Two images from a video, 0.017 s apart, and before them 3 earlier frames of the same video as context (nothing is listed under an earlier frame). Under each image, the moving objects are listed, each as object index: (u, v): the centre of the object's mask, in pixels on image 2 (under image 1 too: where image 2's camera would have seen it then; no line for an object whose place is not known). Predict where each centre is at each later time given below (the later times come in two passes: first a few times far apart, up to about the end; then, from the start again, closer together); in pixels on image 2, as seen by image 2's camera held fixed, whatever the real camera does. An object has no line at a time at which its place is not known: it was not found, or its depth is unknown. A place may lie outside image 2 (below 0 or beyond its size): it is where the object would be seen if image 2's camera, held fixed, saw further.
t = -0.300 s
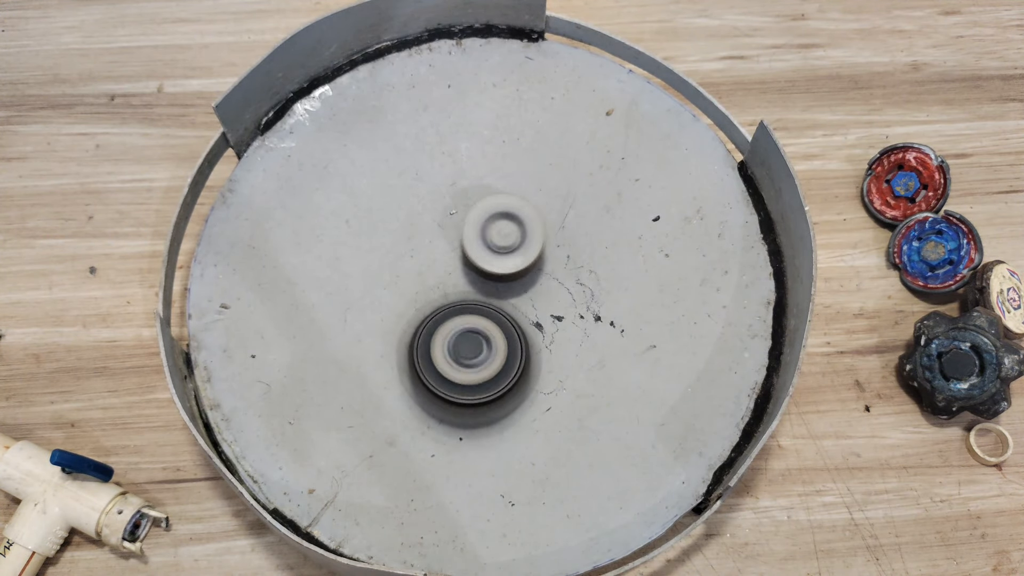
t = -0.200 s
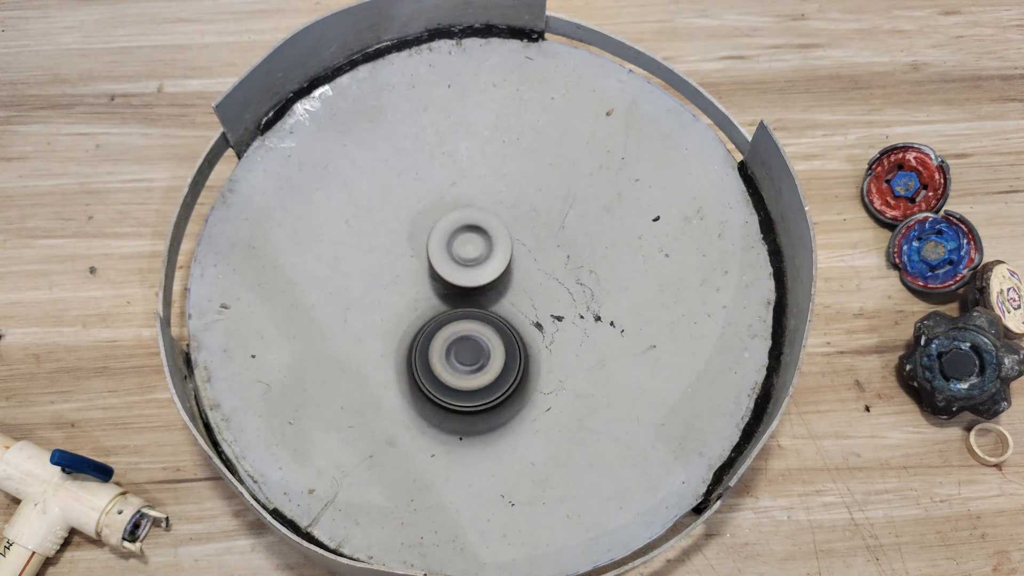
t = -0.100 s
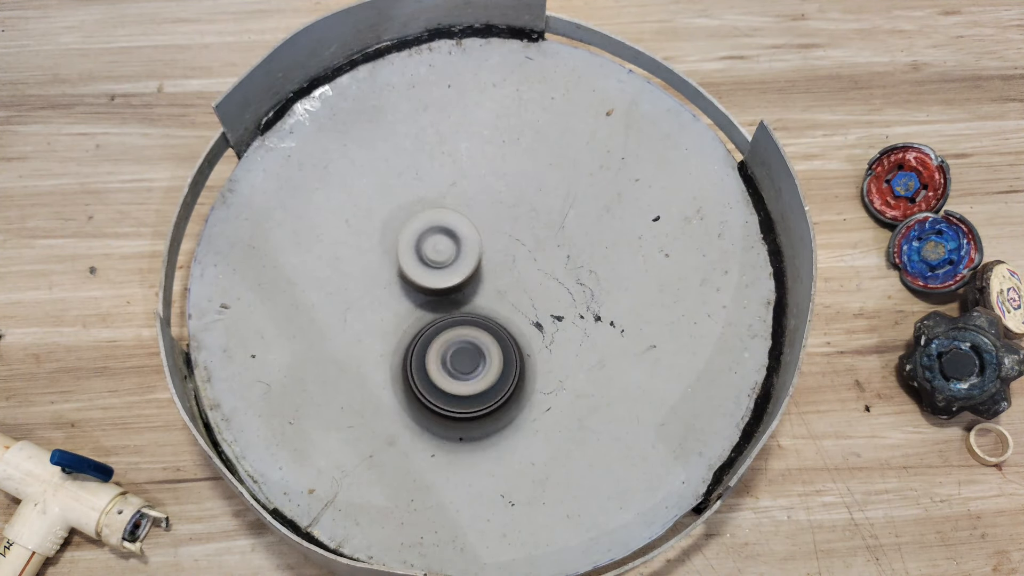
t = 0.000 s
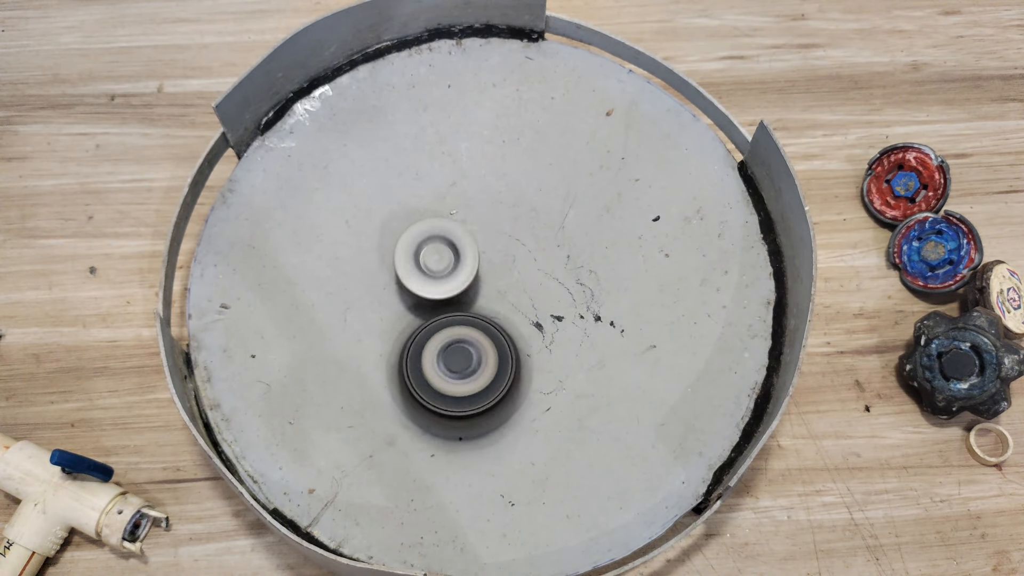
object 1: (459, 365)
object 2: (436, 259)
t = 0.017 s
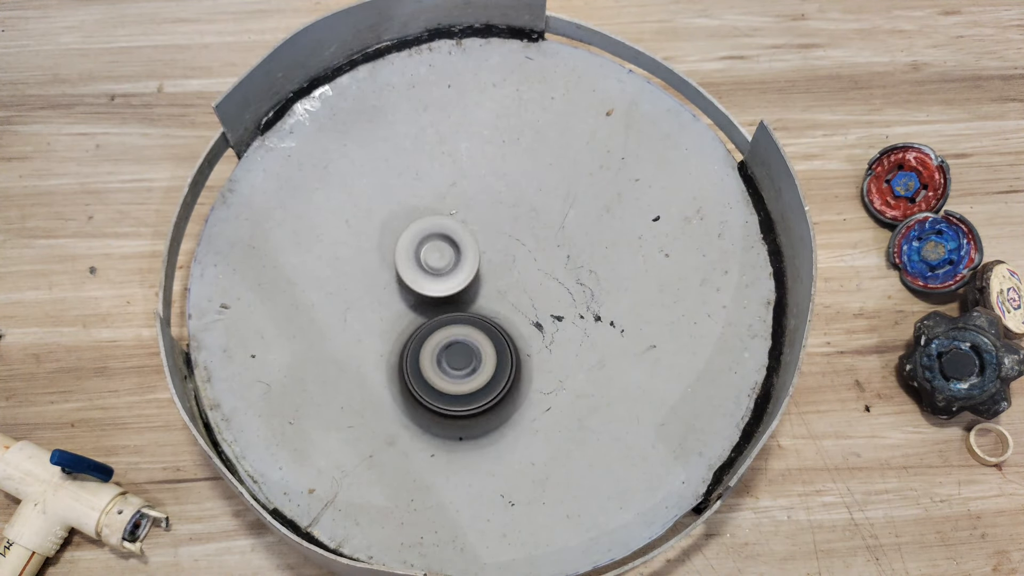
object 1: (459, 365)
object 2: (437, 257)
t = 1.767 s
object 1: (496, 268)
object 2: (389, 351)
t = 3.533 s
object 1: (430, 303)
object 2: (517, 237)
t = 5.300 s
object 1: (512, 297)
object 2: (398, 346)
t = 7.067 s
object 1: (437, 259)
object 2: (540, 317)
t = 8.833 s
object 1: (494, 335)
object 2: (403, 271)
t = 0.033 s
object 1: (457, 364)
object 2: (438, 255)
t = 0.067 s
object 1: (457, 363)
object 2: (440, 250)
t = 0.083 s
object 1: (456, 361)
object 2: (441, 247)
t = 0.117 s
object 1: (457, 359)
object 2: (445, 244)
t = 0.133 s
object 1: (457, 357)
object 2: (447, 243)
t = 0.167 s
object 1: (458, 354)
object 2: (451, 244)
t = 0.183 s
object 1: (459, 351)
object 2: (453, 242)
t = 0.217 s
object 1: (460, 347)
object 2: (455, 243)
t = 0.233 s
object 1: (462, 346)
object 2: (455, 241)
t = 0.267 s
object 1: (465, 344)
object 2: (453, 240)
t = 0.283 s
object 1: (467, 343)
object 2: (452, 240)
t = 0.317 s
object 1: (472, 340)
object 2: (447, 238)
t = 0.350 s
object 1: (476, 337)
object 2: (441, 239)
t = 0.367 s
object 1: (478, 337)
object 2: (437, 237)
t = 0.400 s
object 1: (483, 335)
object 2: (428, 232)
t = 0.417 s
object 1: (484, 335)
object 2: (425, 231)
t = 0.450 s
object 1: (487, 333)
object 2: (420, 232)
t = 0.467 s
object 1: (488, 332)
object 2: (419, 234)
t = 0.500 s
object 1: (490, 330)
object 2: (420, 238)
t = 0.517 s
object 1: (491, 328)
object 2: (421, 241)
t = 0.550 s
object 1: (495, 328)
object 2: (419, 242)
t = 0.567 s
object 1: (498, 327)
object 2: (414, 240)
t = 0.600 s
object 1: (502, 327)
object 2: (407, 238)
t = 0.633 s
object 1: (505, 326)
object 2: (405, 238)
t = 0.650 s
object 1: (507, 326)
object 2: (405, 237)
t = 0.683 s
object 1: (509, 325)
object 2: (408, 236)
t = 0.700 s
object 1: (510, 324)
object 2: (410, 236)
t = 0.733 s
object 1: (511, 323)
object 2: (414, 235)
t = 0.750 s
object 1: (512, 323)
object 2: (417, 234)
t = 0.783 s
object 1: (513, 322)
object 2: (423, 234)
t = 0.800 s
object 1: (513, 321)
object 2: (427, 234)
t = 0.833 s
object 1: (514, 320)
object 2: (433, 236)
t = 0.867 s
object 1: (514, 319)
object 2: (439, 238)
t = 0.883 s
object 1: (514, 318)
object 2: (441, 239)
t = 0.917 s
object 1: (516, 318)
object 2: (437, 241)
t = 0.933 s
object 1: (517, 318)
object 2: (432, 242)
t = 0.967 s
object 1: (517, 317)
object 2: (427, 246)
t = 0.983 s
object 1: (518, 317)
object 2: (425, 248)
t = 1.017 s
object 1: (517, 315)
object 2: (424, 255)
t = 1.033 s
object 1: (517, 315)
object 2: (424, 259)
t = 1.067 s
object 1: (519, 314)
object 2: (415, 259)
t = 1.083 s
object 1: (518, 314)
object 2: (411, 262)
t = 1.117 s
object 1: (518, 313)
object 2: (406, 266)
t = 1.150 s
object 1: (517, 311)
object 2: (403, 269)
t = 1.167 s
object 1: (516, 311)
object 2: (402, 270)
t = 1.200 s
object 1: (515, 309)
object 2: (401, 273)
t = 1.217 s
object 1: (514, 308)
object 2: (400, 274)
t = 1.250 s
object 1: (511, 306)
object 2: (401, 276)
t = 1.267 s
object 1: (510, 305)
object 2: (402, 277)
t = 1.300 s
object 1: (510, 303)
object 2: (394, 280)
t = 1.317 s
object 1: (510, 302)
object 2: (391, 281)
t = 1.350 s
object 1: (509, 299)
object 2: (382, 286)
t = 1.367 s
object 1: (508, 298)
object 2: (379, 288)
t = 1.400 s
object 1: (506, 295)
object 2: (375, 292)
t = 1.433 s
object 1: (504, 293)
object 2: (374, 294)
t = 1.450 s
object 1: (502, 291)
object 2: (375, 296)
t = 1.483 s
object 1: (500, 289)
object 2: (376, 301)
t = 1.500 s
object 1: (500, 288)
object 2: (377, 302)
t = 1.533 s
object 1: (498, 286)
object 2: (379, 306)
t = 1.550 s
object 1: (498, 285)
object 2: (380, 307)
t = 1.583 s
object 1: (496, 282)
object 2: (384, 310)
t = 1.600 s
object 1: (495, 282)
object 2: (387, 311)
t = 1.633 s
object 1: (496, 278)
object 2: (387, 319)
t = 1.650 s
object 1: (496, 276)
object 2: (385, 324)
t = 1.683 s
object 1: (496, 274)
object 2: (383, 333)
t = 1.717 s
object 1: (497, 272)
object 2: (384, 342)
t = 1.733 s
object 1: (497, 270)
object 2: (385, 345)
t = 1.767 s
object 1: (496, 268)
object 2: (389, 351)
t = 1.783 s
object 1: (497, 268)
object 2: (390, 353)
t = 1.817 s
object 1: (497, 266)
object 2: (393, 358)
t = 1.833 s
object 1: (496, 266)
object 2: (396, 360)
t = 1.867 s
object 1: (496, 265)
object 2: (401, 362)
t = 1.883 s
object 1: (496, 264)
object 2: (404, 364)
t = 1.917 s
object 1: (495, 264)
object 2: (410, 367)
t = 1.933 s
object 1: (495, 263)
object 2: (413, 368)
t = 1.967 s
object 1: (494, 263)
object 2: (419, 369)
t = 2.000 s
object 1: (492, 264)
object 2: (427, 370)
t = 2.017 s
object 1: (492, 264)
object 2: (430, 371)
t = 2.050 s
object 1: (491, 265)
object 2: (437, 372)
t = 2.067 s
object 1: (490, 266)
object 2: (439, 372)
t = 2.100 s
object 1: (488, 268)
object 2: (445, 371)
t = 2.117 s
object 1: (487, 268)
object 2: (447, 372)
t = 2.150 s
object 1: (485, 270)
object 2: (452, 373)
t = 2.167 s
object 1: (484, 270)
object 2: (453, 373)
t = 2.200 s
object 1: (482, 271)
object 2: (456, 375)
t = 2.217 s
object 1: (481, 272)
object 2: (458, 376)
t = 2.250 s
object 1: (478, 272)
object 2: (463, 382)
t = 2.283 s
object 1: (475, 273)
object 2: (468, 386)
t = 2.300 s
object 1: (473, 274)
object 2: (471, 386)
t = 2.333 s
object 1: (470, 275)
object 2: (478, 385)
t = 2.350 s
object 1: (468, 275)
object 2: (481, 384)
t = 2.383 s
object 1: (463, 275)
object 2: (486, 382)
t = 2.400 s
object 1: (462, 275)
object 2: (488, 379)
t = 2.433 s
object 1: (457, 273)
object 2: (496, 378)
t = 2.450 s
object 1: (454, 273)
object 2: (502, 379)
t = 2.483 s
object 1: (450, 270)
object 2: (510, 378)
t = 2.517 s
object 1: (446, 268)
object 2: (518, 373)
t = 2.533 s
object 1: (444, 267)
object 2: (522, 370)
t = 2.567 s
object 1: (442, 264)
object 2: (528, 365)
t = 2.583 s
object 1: (440, 262)
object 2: (529, 362)
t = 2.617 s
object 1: (439, 260)
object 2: (533, 354)
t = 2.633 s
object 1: (440, 258)
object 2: (536, 349)
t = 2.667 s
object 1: (440, 256)
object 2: (538, 344)
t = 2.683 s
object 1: (439, 255)
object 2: (537, 340)
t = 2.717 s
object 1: (440, 254)
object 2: (538, 332)
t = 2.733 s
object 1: (441, 252)
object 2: (539, 328)
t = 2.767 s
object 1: (443, 252)
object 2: (537, 322)
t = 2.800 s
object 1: (445, 252)
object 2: (535, 315)
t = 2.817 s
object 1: (445, 251)
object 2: (541, 313)
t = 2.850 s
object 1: (445, 252)
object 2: (549, 310)
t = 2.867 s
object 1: (446, 253)
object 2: (552, 309)
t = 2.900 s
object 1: (448, 256)
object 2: (559, 304)
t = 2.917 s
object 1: (448, 257)
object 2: (561, 302)
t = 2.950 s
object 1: (450, 260)
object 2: (561, 297)
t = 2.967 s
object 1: (451, 262)
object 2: (562, 295)
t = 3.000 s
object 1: (452, 266)
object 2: (561, 289)
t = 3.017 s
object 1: (453, 268)
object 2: (563, 288)
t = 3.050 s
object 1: (452, 272)
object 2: (571, 283)
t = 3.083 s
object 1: (452, 275)
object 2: (575, 279)
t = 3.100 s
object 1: (451, 278)
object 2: (576, 277)
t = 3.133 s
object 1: (450, 282)
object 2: (577, 272)
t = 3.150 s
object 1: (449, 283)
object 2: (576, 271)
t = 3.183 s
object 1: (447, 287)
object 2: (573, 268)
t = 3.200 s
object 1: (447, 288)
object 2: (572, 265)
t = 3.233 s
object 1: (444, 290)
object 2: (569, 264)
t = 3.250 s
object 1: (442, 292)
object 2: (566, 262)
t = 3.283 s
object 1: (440, 295)
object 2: (560, 259)
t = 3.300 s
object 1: (438, 295)
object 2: (557, 258)
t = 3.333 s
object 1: (436, 297)
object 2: (548, 255)
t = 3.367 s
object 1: (434, 298)
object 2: (542, 253)
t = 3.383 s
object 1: (434, 298)
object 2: (537, 251)
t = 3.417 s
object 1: (432, 300)
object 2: (531, 249)
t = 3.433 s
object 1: (431, 301)
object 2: (530, 246)
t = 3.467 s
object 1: (430, 302)
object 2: (527, 243)
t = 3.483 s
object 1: (430, 302)
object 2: (524, 241)
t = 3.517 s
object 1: (429, 303)
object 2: (520, 237)
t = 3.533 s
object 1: (430, 303)
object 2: (517, 237)
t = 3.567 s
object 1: (430, 304)
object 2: (512, 233)
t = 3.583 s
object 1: (429, 306)
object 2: (512, 231)
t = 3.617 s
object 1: (430, 307)
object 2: (508, 230)
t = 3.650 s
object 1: (431, 307)
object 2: (505, 228)
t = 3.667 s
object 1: (431, 308)
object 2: (503, 226)
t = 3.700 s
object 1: (431, 310)
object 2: (501, 221)
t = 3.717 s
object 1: (433, 311)
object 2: (501, 219)
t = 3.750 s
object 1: (434, 312)
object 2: (497, 217)
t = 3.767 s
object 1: (434, 313)
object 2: (495, 216)
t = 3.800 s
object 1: (436, 314)
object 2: (493, 218)
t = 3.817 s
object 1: (437, 314)
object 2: (490, 220)
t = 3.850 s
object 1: (439, 316)
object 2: (487, 217)
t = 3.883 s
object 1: (441, 319)
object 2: (482, 208)
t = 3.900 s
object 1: (443, 320)
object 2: (480, 204)
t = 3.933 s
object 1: (447, 321)
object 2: (476, 203)
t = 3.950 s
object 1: (448, 323)
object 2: (473, 202)
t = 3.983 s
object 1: (452, 324)
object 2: (469, 203)
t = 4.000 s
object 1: (453, 323)
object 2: (466, 204)
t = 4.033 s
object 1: (456, 325)
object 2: (462, 206)
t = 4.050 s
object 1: (458, 326)
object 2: (460, 210)
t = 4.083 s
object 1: (461, 327)
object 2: (455, 214)
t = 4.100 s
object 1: (462, 328)
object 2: (454, 217)
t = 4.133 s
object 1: (465, 330)
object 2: (450, 224)
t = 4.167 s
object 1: (468, 333)
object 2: (446, 227)
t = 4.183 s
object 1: (470, 335)
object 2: (443, 227)
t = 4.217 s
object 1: (473, 338)
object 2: (438, 228)
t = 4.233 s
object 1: (474, 339)
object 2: (435, 229)
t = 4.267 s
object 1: (477, 341)
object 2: (432, 233)
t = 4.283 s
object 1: (478, 342)
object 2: (430, 237)
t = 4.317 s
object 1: (480, 344)
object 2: (428, 241)
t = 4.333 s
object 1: (482, 345)
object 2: (428, 246)
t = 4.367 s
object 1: (483, 347)
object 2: (427, 251)
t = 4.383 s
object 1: (483, 348)
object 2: (428, 256)
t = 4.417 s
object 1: (485, 351)
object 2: (423, 258)
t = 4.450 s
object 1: (487, 354)
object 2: (417, 261)
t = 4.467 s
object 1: (488, 354)
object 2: (414, 260)
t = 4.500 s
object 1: (488, 355)
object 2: (411, 266)
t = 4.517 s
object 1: (490, 355)
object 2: (410, 267)
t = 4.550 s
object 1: (490, 356)
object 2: (410, 272)
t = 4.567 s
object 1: (489, 355)
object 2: (409, 274)
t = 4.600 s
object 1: (489, 355)
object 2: (412, 278)
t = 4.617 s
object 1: (490, 355)
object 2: (411, 280)
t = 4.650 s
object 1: (492, 355)
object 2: (406, 279)
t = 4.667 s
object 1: (492, 355)
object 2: (402, 281)
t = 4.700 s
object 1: (492, 354)
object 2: (401, 281)
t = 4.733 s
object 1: (492, 352)
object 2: (398, 285)
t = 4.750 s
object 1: (492, 350)
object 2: (400, 286)
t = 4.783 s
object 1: (493, 347)
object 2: (398, 289)
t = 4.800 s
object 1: (494, 347)
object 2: (397, 289)
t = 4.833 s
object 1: (495, 344)
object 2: (393, 292)
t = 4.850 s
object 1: (495, 342)
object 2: (392, 293)
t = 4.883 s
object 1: (496, 339)
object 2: (387, 295)
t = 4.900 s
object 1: (498, 338)
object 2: (389, 295)
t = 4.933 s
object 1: (499, 334)
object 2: (387, 300)
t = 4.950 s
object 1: (498, 332)
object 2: (390, 301)
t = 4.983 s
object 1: (500, 329)
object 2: (387, 304)
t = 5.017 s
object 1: (502, 325)
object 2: (382, 312)
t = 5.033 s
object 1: (504, 323)
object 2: (381, 312)
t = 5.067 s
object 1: (506, 319)
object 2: (381, 317)
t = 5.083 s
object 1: (506, 318)
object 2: (383, 318)
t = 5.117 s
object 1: (506, 315)
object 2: (385, 323)
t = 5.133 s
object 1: (507, 313)
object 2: (388, 324)
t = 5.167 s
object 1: (507, 310)
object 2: (392, 327)
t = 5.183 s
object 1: (508, 309)
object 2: (396, 328)
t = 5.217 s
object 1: (509, 306)
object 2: (396, 332)
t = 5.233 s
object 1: (510, 303)
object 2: (396, 337)
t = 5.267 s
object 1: (512, 300)
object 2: (396, 340)
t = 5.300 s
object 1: (512, 297)
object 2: (398, 346)
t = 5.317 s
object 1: (513, 296)
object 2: (402, 348)
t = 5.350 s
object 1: (513, 294)
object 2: (406, 350)
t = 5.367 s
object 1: (512, 292)
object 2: (409, 352)
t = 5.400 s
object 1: (512, 290)
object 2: (415, 353)
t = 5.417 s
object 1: (513, 289)
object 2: (418, 354)
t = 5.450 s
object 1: (513, 287)
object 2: (424, 355)
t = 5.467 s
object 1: (513, 285)
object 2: (424, 358)
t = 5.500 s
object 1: (514, 283)
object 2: (431, 361)
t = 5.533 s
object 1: (514, 281)
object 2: (438, 364)
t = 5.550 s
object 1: (515, 280)
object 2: (440, 365)
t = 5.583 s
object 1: (515, 278)
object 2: (447, 365)
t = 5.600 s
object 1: (515, 277)
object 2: (449, 368)
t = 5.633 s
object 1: (515, 275)
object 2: (455, 369)
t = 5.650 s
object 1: (516, 274)
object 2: (457, 368)
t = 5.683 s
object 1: (515, 272)
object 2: (462, 370)
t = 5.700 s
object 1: (514, 272)
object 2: (465, 371)
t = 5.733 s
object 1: (514, 270)
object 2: (470, 372)
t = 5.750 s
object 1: (514, 269)
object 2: (473, 372)
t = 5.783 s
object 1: (513, 268)
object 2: (476, 370)
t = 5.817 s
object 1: (512, 267)
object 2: (479, 371)
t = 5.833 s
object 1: (510, 267)
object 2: (482, 372)
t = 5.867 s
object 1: (509, 266)
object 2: (486, 371)
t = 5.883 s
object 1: (508, 264)
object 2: (488, 375)
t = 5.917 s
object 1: (506, 263)
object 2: (491, 377)
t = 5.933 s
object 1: (504, 263)
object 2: (492, 377)
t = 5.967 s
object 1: (502, 263)
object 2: (495, 377)
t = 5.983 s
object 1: (501, 263)
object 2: (496, 375)
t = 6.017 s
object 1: (498, 263)
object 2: (499, 372)
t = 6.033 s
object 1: (497, 264)
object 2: (501, 371)
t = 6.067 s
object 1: (494, 263)
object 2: (504, 369)
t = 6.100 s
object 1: (491, 262)
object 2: (508, 371)
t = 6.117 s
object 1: (489, 261)
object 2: (510, 371)
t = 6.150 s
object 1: (487, 261)
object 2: (512, 368)
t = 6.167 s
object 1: (485, 262)
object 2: (512, 367)
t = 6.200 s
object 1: (482, 262)
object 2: (514, 364)
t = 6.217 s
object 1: (480, 261)
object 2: (515, 364)
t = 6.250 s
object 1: (476, 261)
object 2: (517, 364)
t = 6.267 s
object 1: (474, 262)
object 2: (518, 362)
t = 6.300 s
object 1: (471, 263)
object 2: (518, 359)
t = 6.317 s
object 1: (469, 262)
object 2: (519, 358)
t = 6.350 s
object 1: (465, 262)
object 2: (521, 357)
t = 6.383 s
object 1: (461, 262)
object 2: (522, 354)
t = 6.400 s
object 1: (459, 262)
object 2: (521, 353)
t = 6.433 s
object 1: (455, 261)
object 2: (522, 347)
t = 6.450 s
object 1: (453, 261)
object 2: (522, 347)
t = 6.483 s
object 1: (450, 260)
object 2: (523, 343)
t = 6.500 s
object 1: (448, 260)
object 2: (524, 343)
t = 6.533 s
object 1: (445, 259)
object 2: (524, 339)
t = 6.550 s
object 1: (443, 258)
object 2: (523, 334)
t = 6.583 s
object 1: (440, 256)
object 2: (524, 331)
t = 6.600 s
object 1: (439, 256)
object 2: (525, 332)
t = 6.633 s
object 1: (436, 254)
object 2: (526, 328)
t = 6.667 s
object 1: (435, 252)
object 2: (524, 325)
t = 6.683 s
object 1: (434, 251)
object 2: (523, 324)
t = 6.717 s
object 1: (434, 250)
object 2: (520, 321)
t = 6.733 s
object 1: (433, 251)
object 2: (520, 319)
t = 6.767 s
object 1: (432, 249)
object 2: (523, 318)
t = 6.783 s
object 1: (432, 248)
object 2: (524, 316)
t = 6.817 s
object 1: (432, 249)
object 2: (523, 315)
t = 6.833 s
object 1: (432, 249)
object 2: (523, 313)
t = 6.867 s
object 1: (432, 249)
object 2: (525, 313)
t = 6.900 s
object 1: (432, 251)
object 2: (525, 313)
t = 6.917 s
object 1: (433, 251)
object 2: (527, 313)
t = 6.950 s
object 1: (434, 252)
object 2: (532, 313)
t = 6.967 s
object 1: (433, 253)
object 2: (535, 314)
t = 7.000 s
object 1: (435, 255)
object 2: (535, 314)
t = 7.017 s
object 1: (436, 256)
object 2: (534, 314)
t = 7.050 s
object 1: (438, 258)
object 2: (535, 314)
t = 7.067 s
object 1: (437, 259)
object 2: (540, 317)
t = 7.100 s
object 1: (438, 262)
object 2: (544, 320)
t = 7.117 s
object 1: (439, 264)
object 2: (545, 318)
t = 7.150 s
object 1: (440, 267)
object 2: (545, 319)
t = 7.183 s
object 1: (441, 272)
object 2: (545, 319)
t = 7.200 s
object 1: (442, 274)
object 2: (544, 321)
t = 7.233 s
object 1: (440, 278)
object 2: (552, 320)
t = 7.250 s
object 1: (440, 281)
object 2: (554, 321)
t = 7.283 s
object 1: (438, 285)
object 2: (558, 321)
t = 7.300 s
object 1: (438, 287)
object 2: (559, 320)
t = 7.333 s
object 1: (437, 290)
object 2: (559, 320)
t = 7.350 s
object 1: (436, 293)
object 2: (556, 321)
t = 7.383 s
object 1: (435, 296)
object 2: (554, 321)
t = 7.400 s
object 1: (435, 298)
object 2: (553, 321)
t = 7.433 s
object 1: (435, 301)
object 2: (549, 322)
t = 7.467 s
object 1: (433, 305)
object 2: (548, 319)
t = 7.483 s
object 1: (431, 307)
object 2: (549, 317)
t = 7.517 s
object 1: (429, 310)
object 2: (549, 314)
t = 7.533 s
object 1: (429, 312)
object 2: (547, 314)
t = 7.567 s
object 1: (428, 316)
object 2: (543, 312)
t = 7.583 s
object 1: (427, 317)
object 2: (541, 310)
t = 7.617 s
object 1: (425, 321)
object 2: (542, 305)
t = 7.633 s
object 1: (424, 323)
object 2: (541, 303)
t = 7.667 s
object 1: (423, 326)
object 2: (539, 299)
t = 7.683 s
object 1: (423, 327)
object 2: (539, 298)
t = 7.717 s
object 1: (424, 330)
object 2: (535, 295)
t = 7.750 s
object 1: (425, 333)
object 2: (530, 293)
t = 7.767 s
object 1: (423, 335)
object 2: (534, 286)
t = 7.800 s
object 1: (424, 339)
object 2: (535, 279)
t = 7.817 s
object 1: (425, 340)
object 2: (533, 275)
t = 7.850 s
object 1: (427, 343)
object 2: (532, 269)
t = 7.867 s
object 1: (428, 343)
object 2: (530, 268)
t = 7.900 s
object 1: (431, 345)
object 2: (526, 265)
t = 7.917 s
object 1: (432, 346)
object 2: (526, 263)
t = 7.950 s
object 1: (435, 348)
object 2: (521, 261)
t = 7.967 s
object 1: (437, 348)
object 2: (518, 260)
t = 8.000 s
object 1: (440, 349)
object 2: (513, 258)
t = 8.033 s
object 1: (444, 351)
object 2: (507, 258)
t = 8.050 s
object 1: (445, 352)
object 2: (503, 259)
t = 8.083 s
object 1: (448, 353)
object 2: (498, 258)
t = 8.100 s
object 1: (450, 355)
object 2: (496, 258)
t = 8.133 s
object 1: (452, 357)
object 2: (489, 255)
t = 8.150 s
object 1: (453, 358)
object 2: (487, 254)
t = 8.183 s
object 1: (457, 359)
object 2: (481, 256)
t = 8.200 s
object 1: (457, 361)
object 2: (477, 256)
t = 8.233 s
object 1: (460, 363)
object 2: (470, 253)
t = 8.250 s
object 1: (461, 364)
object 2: (467, 253)
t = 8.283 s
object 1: (464, 365)
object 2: (460, 253)
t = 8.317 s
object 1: (466, 366)
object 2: (456, 254)
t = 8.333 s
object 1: (467, 366)
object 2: (455, 256)
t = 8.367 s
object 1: (469, 366)
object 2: (451, 259)
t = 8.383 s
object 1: (470, 367)
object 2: (451, 259)
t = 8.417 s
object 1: (471, 367)
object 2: (449, 262)
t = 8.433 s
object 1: (472, 366)
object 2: (447, 262)
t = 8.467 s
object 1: (475, 365)
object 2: (444, 261)
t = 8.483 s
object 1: (474, 366)
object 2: (439, 263)
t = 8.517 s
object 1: (476, 364)
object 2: (436, 264)
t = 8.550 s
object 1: (477, 363)
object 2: (432, 264)
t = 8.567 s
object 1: (478, 362)
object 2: (428, 266)
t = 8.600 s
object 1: (479, 360)
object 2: (425, 264)
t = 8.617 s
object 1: (480, 358)
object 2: (424, 268)
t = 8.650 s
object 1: (482, 356)
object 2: (421, 268)
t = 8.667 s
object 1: (482, 355)
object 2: (420, 268)
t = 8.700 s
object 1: (483, 351)
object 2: (415, 270)
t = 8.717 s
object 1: (484, 350)
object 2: (415, 269)
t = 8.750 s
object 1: (486, 346)
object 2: (411, 270)
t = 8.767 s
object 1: (487, 343)
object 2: (410, 269)
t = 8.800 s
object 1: (490, 339)
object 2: (407, 269)
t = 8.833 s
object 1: (494, 335)
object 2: (403, 271)
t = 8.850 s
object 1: (494, 333)
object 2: (403, 270)
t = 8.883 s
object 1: (497, 328)
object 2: (402, 272)
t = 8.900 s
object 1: (499, 325)
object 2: (402, 273)
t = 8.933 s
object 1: (501, 321)
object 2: (400, 275)
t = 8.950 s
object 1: (503, 319)
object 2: (398, 275)
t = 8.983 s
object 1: (505, 315)
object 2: (400, 278)
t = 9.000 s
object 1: (506, 313)
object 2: (399, 279)
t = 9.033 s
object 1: (508, 309)
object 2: (401, 280)
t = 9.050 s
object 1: (511, 307)
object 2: (400, 282)
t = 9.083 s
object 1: (513, 303)
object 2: (403, 282)
